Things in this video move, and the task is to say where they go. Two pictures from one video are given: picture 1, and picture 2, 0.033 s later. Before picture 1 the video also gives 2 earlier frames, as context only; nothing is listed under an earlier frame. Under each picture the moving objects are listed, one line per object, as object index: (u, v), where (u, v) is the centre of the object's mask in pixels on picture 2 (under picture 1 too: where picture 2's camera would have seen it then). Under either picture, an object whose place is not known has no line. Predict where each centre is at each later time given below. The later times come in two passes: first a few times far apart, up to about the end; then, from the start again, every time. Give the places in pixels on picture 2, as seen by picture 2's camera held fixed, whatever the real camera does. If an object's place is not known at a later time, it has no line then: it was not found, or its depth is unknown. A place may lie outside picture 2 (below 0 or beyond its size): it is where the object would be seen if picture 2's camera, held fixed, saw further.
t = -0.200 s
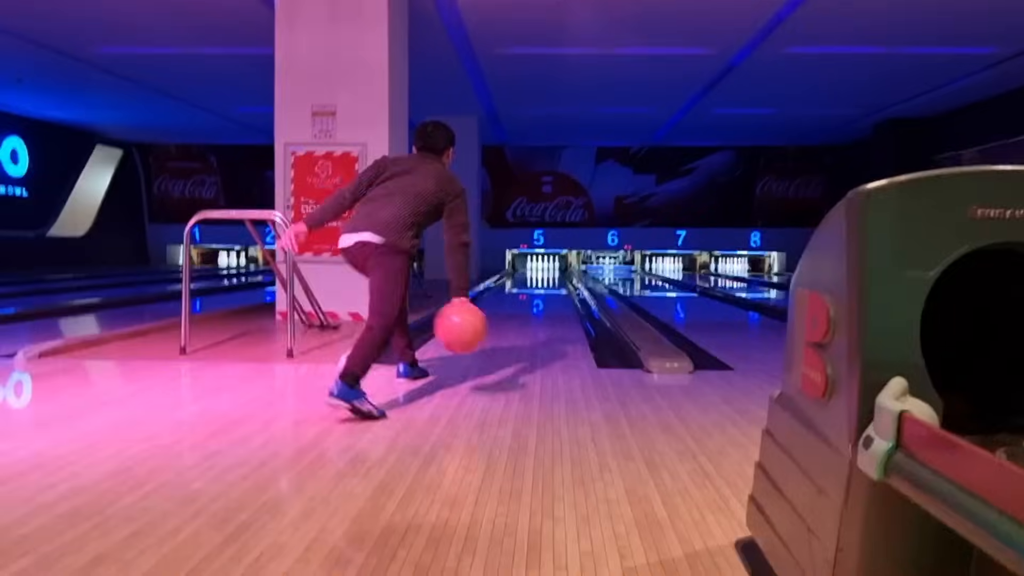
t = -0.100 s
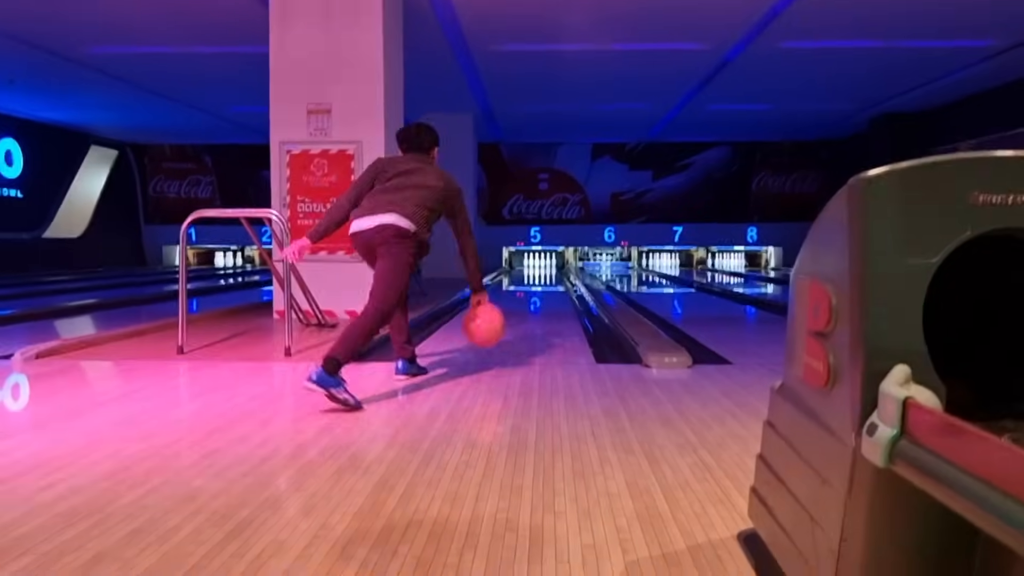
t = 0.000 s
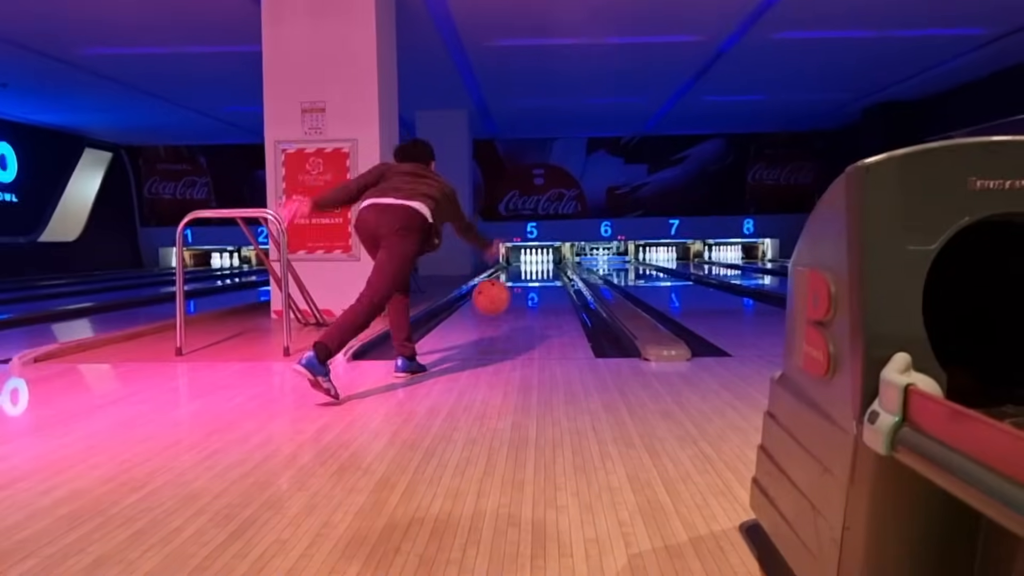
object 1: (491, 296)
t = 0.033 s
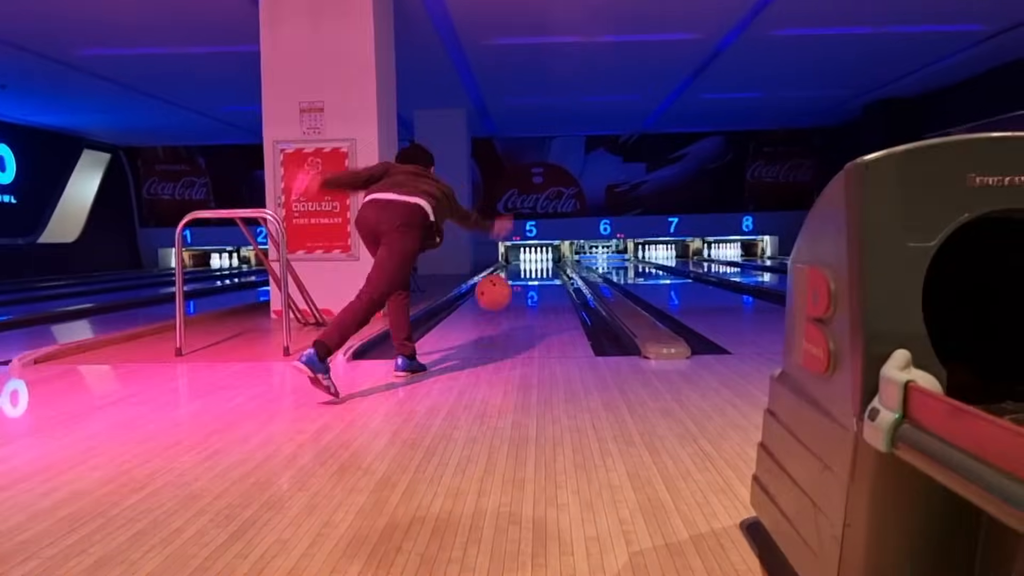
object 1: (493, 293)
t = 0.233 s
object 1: (506, 305)
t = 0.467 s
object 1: (514, 295)
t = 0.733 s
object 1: (520, 286)
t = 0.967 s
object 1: (523, 280)
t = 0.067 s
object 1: (496, 291)
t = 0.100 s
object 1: (498, 291)
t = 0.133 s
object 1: (499, 292)
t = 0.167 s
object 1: (501, 295)
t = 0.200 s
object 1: (503, 299)
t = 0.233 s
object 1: (506, 305)
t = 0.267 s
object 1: (507, 305)
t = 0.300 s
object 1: (508, 302)
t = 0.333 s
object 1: (509, 301)
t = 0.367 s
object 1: (511, 300)
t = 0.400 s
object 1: (512, 298)
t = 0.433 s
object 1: (514, 296)
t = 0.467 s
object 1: (514, 295)
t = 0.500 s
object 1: (515, 293)
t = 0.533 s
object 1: (516, 291)
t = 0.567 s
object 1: (517, 290)
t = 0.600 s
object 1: (518, 289)
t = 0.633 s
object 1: (518, 288)
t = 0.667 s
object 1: (518, 288)
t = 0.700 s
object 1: (519, 287)
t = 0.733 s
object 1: (520, 286)
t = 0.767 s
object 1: (520, 285)
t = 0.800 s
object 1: (521, 284)
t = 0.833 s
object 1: (521, 283)
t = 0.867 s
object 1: (522, 282)
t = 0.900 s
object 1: (522, 281)
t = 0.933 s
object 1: (522, 280)
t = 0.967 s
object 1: (523, 280)
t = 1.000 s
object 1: (523, 279)
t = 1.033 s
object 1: (523, 278)
